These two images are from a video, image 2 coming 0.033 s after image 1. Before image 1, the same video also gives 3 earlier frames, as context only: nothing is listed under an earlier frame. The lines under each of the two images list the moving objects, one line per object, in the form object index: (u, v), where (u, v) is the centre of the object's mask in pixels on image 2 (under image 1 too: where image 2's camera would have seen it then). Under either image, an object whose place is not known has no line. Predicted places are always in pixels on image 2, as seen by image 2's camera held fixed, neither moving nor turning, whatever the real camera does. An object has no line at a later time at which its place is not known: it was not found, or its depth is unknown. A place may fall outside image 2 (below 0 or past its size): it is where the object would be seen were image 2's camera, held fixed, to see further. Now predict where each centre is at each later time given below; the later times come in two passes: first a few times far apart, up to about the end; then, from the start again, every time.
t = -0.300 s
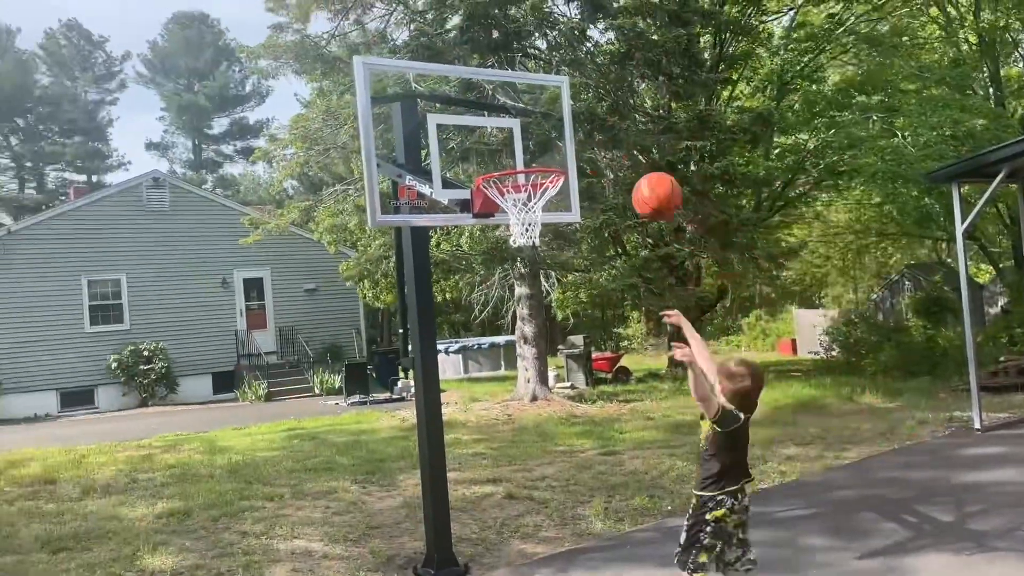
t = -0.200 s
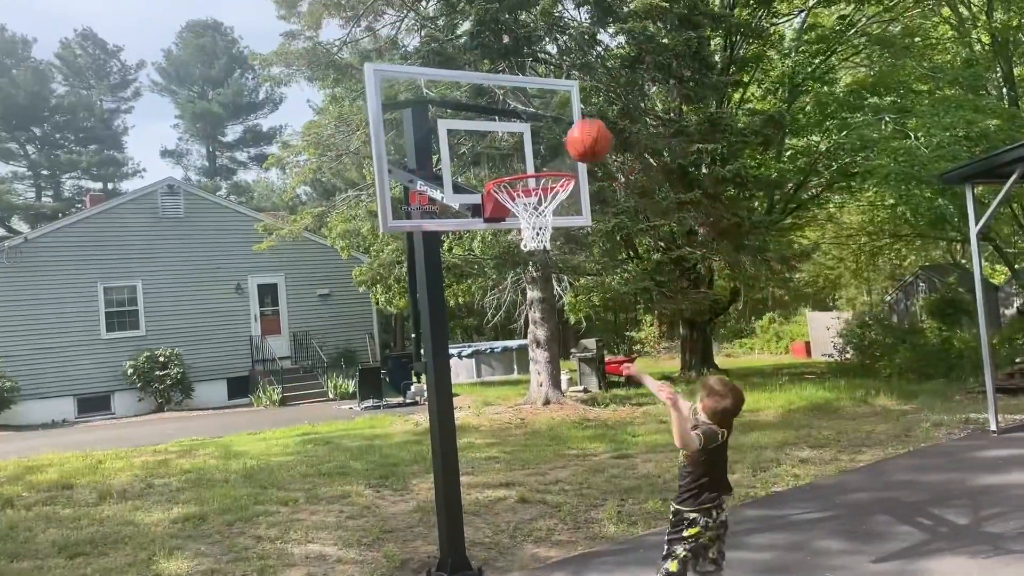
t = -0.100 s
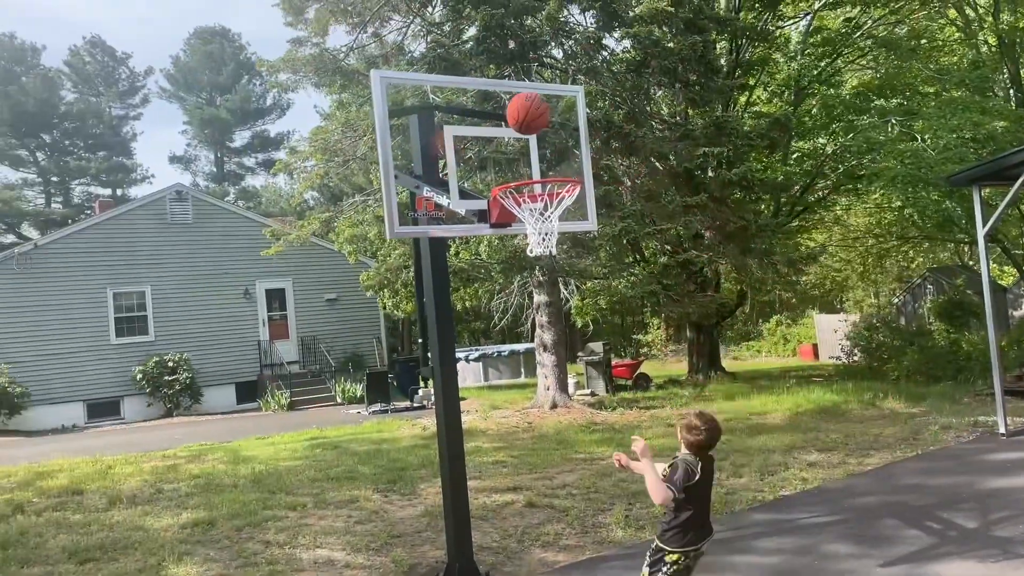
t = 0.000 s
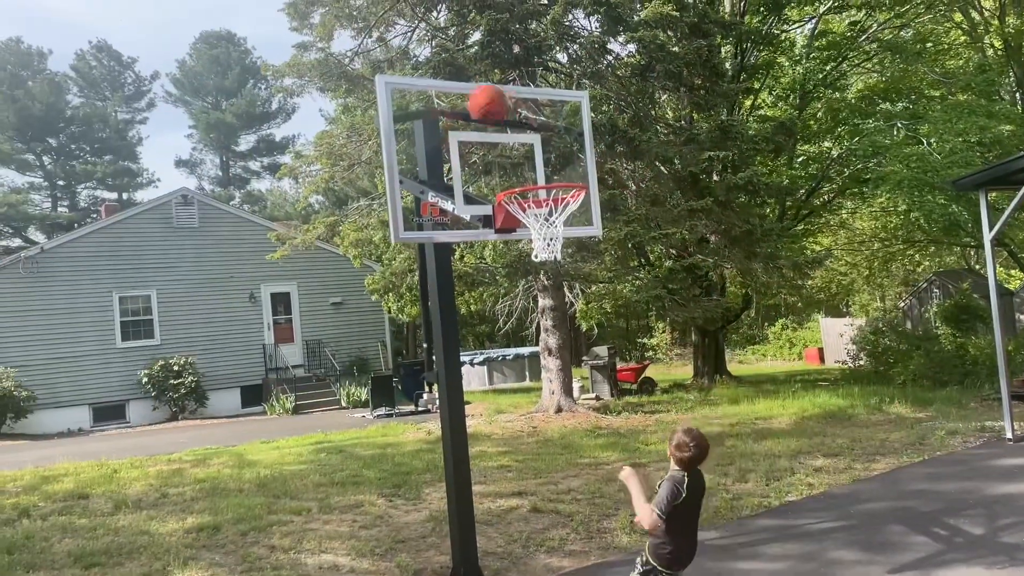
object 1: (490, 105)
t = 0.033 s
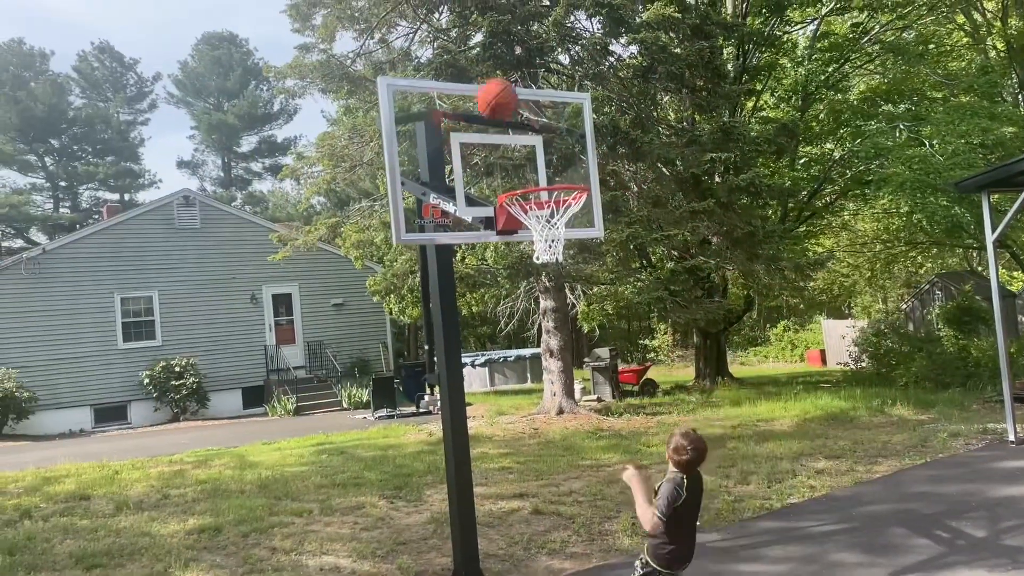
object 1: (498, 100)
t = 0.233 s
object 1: (558, 101)
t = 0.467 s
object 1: (664, 229)
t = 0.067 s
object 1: (506, 96)
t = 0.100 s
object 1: (515, 93)
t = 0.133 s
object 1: (525, 92)
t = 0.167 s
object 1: (534, 92)
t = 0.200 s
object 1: (546, 96)
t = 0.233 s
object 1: (558, 101)
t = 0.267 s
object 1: (570, 110)
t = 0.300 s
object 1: (583, 121)
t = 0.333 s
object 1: (598, 135)
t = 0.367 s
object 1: (614, 154)
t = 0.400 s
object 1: (628, 176)
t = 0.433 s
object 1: (646, 200)
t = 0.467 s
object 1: (664, 229)
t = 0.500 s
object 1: (683, 261)
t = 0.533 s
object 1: (704, 301)
